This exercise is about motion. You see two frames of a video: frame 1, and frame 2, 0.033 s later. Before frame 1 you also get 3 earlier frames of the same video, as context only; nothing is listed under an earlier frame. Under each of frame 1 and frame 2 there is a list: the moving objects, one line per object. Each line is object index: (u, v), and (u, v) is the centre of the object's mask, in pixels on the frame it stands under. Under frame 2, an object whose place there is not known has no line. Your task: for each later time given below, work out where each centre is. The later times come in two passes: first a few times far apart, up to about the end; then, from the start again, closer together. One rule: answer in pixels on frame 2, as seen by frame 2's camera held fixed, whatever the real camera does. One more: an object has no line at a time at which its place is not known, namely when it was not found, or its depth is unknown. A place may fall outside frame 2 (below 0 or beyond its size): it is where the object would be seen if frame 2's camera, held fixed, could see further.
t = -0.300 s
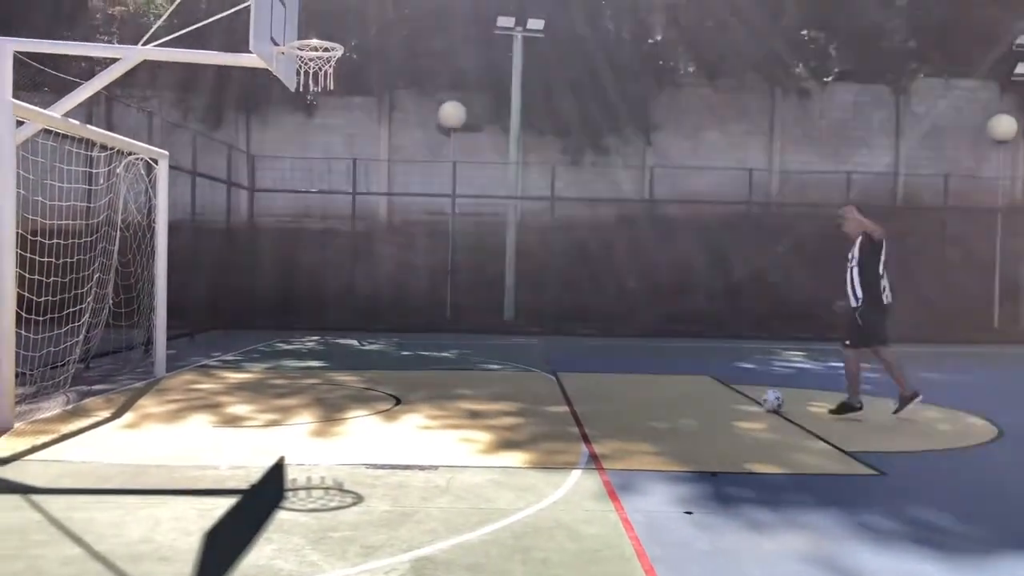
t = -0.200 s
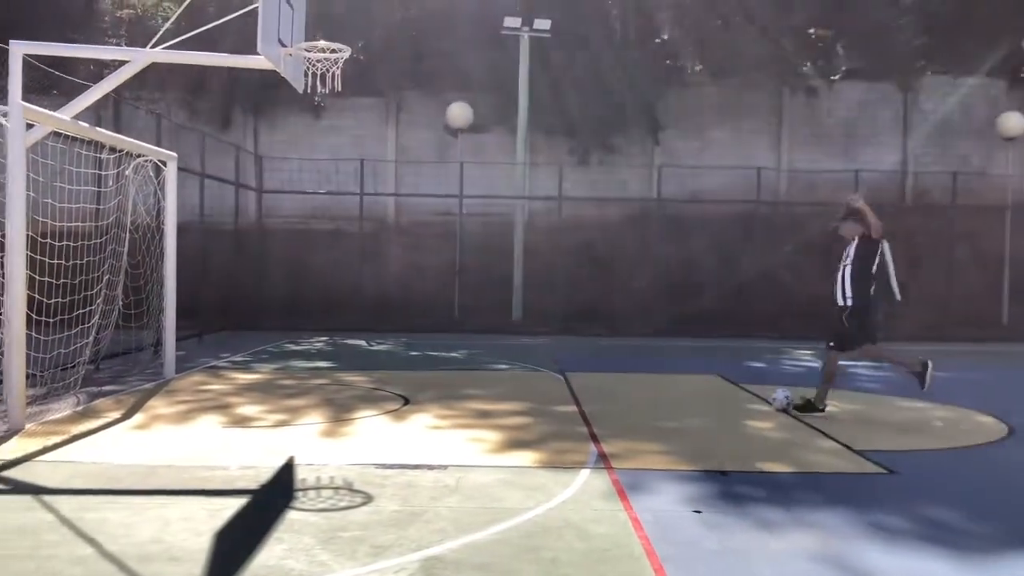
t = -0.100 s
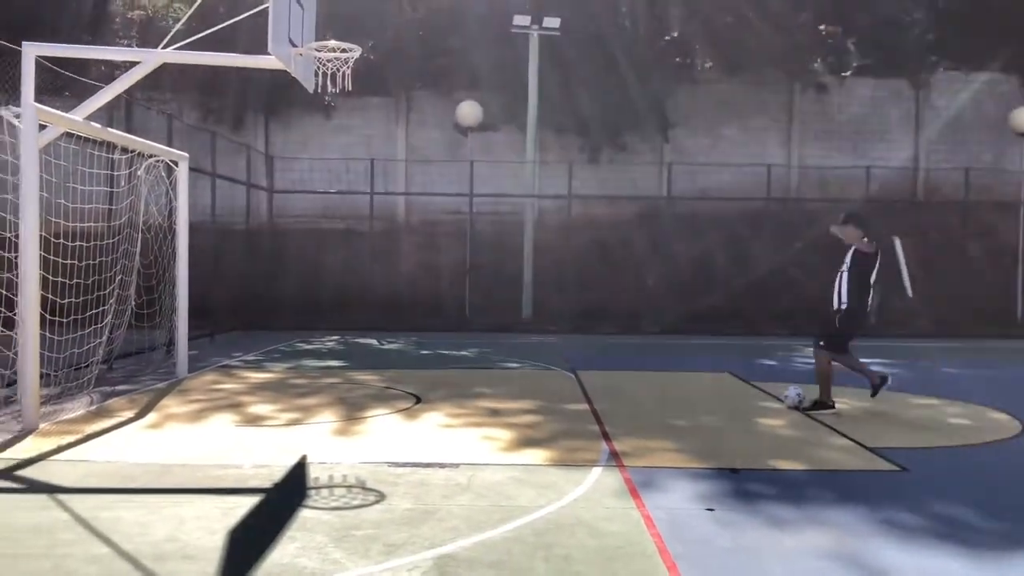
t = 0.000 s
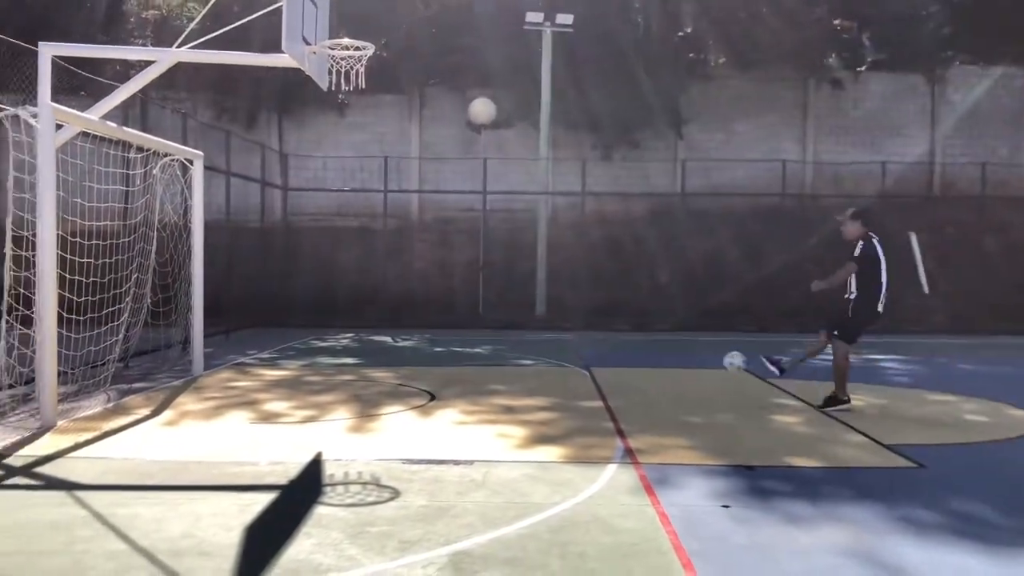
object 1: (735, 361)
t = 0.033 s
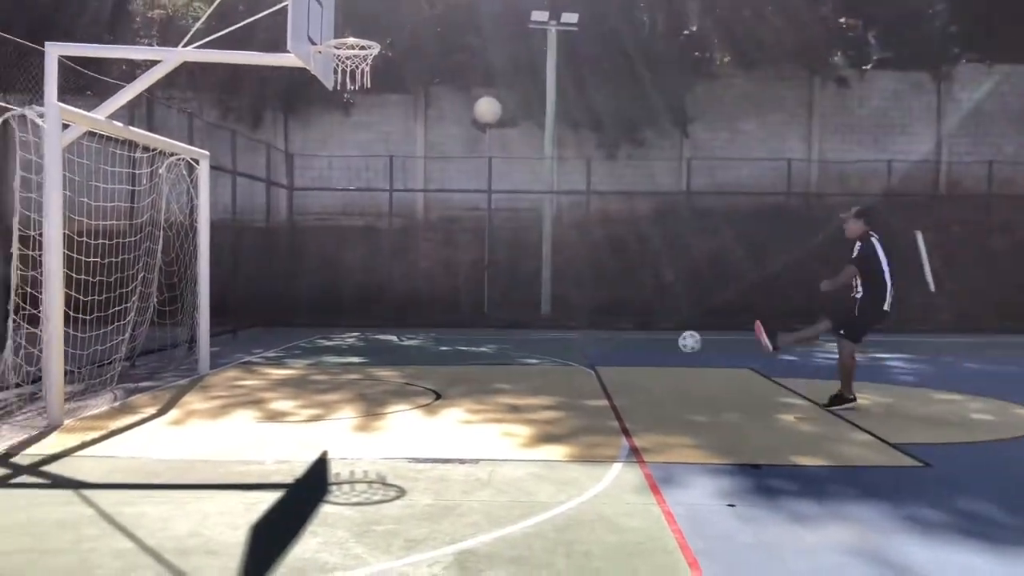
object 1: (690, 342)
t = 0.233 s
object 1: (396, 249)
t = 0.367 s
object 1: (198, 209)
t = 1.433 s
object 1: (97, 341)
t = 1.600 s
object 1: (118, 360)
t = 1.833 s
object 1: (142, 375)
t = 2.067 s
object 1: (158, 388)
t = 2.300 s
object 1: (178, 392)
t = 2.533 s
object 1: (197, 394)
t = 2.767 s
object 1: (215, 396)
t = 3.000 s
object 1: (233, 397)
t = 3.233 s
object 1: (251, 399)
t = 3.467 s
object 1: (268, 399)
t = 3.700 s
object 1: (283, 400)
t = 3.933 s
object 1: (299, 402)
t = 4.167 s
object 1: (314, 403)
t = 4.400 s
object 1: (327, 403)
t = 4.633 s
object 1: (341, 404)
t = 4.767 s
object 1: (347, 404)
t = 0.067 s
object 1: (639, 323)
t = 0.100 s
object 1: (590, 306)
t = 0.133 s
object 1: (541, 290)
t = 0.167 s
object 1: (493, 275)
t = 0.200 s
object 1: (444, 261)
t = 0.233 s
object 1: (396, 249)
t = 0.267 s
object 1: (347, 237)
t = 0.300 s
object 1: (298, 226)
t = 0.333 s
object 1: (248, 216)
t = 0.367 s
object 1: (198, 209)
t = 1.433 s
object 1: (97, 341)
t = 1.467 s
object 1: (103, 343)
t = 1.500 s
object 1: (107, 346)
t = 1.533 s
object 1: (109, 350)
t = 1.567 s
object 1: (114, 355)
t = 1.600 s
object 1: (118, 360)
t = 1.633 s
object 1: (122, 369)
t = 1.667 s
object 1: (127, 377)
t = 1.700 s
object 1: (133, 388)
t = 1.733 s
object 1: (135, 382)
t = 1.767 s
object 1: (137, 380)
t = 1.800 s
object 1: (140, 376)
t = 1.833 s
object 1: (142, 375)
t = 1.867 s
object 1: (144, 374)
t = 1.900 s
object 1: (147, 376)
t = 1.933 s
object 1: (149, 377)
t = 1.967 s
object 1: (152, 381)
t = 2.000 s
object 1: (153, 386)
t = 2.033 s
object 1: (156, 390)
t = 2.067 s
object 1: (158, 388)
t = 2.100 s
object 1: (160, 387)
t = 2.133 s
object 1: (163, 388)
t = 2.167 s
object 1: (167, 389)
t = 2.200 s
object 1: (171, 390)
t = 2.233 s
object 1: (172, 391)
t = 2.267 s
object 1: (176, 391)
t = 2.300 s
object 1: (178, 392)
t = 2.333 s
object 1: (181, 392)
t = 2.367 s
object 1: (184, 392)
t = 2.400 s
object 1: (186, 393)
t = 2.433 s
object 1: (189, 393)
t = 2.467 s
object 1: (192, 393)
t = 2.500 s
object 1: (195, 394)
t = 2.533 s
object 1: (197, 394)
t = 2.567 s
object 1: (200, 394)
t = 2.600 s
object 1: (202, 394)
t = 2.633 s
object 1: (205, 395)
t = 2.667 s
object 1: (207, 394)
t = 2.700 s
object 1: (210, 394)
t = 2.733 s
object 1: (212, 395)
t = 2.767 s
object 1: (215, 396)
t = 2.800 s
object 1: (218, 395)
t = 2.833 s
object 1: (220, 396)
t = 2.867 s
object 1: (223, 397)
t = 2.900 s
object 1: (226, 397)
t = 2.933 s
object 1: (228, 396)
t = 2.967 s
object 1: (231, 396)
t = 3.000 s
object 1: (233, 397)
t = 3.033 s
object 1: (235, 397)
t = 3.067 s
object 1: (238, 397)
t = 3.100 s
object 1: (241, 397)
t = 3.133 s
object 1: (243, 397)
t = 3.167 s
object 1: (246, 398)
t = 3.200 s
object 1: (248, 398)
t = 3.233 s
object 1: (251, 399)
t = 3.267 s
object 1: (253, 399)
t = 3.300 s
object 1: (256, 399)
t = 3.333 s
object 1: (258, 399)
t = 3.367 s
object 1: (261, 399)
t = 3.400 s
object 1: (263, 399)
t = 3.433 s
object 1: (266, 399)
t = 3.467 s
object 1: (268, 399)
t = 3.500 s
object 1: (270, 400)
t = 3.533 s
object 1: (273, 400)
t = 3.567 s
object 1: (274, 400)
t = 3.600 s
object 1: (276, 400)
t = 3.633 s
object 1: (278, 400)
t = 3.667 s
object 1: (281, 400)
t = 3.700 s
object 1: (283, 400)
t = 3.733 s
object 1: (285, 400)
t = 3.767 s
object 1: (287, 401)
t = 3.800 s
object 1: (290, 401)
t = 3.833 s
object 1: (292, 401)
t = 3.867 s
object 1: (295, 401)
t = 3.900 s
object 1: (297, 401)
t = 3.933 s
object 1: (299, 402)
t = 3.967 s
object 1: (301, 402)
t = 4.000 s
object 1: (303, 402)
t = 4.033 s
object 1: (305, 402)
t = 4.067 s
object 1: (307, 402)
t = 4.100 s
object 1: (310, 402)
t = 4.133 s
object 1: (312, 402)
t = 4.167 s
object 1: (314, 403)
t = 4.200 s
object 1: (315, 403)
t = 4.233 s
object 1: (318, 403)
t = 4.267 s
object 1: (320, 402)
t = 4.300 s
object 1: (322, 402)
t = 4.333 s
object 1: (324, 402)
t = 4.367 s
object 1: (326, 403)
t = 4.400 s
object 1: (327, 403)
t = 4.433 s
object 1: (330, 403)
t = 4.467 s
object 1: (332, 403)
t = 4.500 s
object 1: (333, 404)
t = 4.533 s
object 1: (336, 404)
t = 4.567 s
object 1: (337, 404)
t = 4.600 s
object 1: (339, 404)
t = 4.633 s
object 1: (341, 404)
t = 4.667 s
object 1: (343, 404)
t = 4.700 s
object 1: (344, 404)
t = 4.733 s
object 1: (346, 404)
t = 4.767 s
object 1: (347, 404)
